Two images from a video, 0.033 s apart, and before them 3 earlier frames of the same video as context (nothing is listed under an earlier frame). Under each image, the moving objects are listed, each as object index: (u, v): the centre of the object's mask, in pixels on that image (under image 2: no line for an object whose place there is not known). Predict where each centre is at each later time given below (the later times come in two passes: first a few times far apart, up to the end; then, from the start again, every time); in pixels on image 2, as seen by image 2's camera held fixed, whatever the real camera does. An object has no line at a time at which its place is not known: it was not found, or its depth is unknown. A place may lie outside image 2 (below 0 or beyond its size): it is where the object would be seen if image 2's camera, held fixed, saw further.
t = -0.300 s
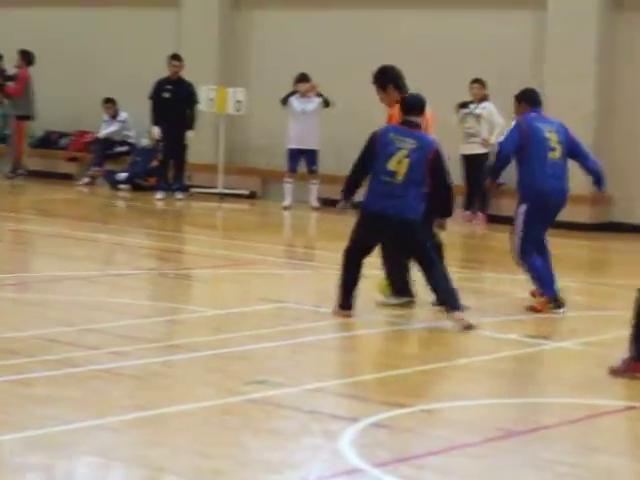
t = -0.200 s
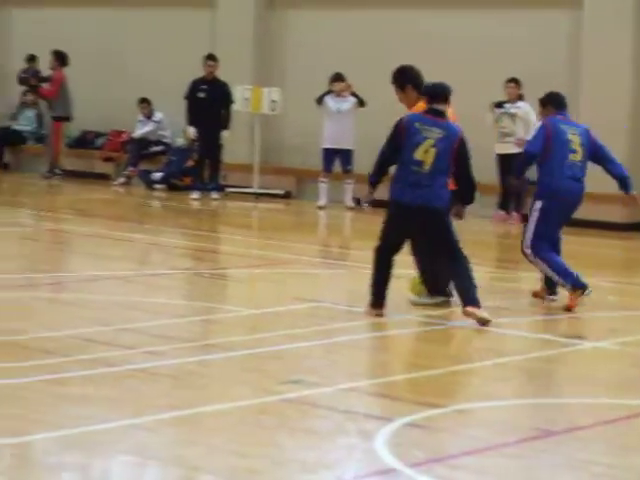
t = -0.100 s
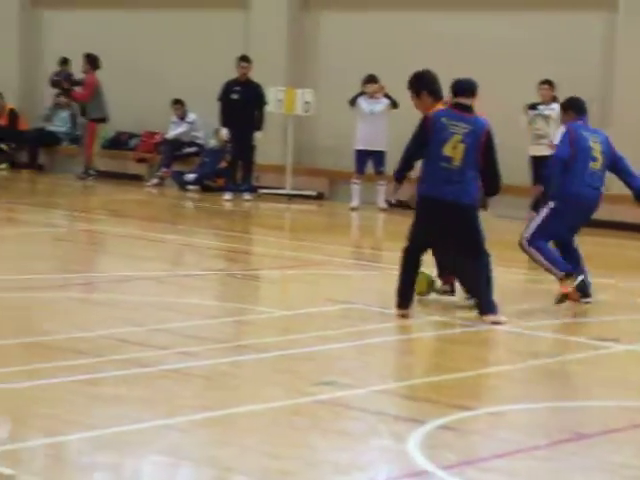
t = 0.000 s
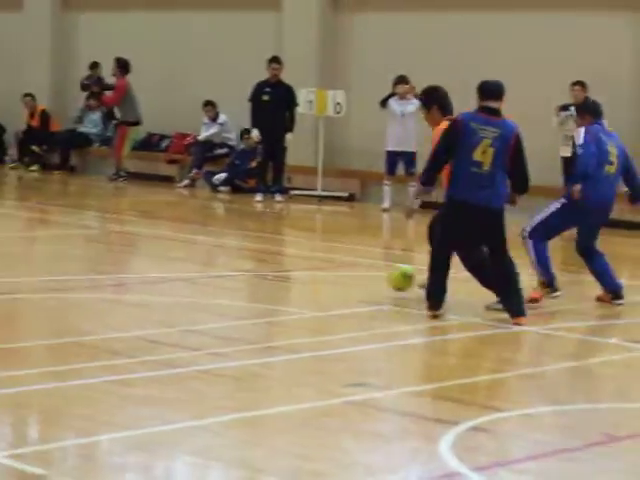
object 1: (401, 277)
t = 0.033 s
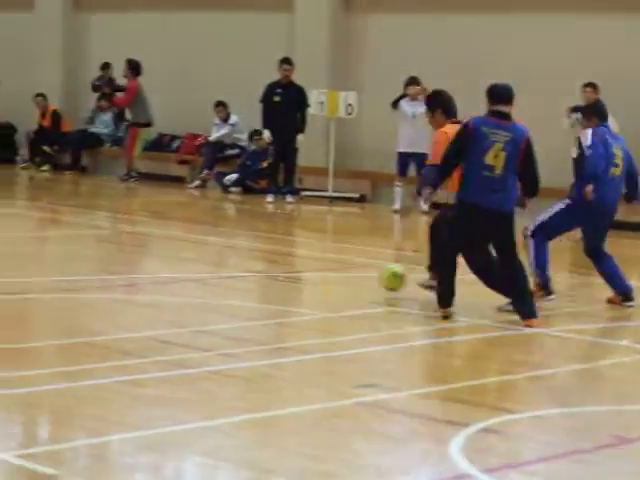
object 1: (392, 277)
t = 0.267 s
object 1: (278, 276)
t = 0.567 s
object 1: (168, 269)
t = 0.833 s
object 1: (80, 262)
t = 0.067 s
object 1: (375, 278)
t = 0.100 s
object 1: (354, 282)
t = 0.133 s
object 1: (339, 279)
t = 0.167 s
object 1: (324, 277)
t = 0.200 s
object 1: (306, 278)
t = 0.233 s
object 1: (292, 277)
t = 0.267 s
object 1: (278, 276)
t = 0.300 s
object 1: (264, 275)
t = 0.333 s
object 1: (250, 274)
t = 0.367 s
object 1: (237, 273)
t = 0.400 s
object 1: (226, 272)
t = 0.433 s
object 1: (212, 272)
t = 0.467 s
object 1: (201, 270)
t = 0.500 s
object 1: (190, 270)
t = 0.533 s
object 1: (179, 270)
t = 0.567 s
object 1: (168, 269)
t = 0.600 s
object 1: (156, 268)
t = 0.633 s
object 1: (145, 267)
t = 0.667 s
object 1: (134, 266)
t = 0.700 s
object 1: (123, 266)
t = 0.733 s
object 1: (112, 265)
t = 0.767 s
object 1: (102, 264)
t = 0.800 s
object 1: (91, 263)
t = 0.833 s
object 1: (80, 262)
